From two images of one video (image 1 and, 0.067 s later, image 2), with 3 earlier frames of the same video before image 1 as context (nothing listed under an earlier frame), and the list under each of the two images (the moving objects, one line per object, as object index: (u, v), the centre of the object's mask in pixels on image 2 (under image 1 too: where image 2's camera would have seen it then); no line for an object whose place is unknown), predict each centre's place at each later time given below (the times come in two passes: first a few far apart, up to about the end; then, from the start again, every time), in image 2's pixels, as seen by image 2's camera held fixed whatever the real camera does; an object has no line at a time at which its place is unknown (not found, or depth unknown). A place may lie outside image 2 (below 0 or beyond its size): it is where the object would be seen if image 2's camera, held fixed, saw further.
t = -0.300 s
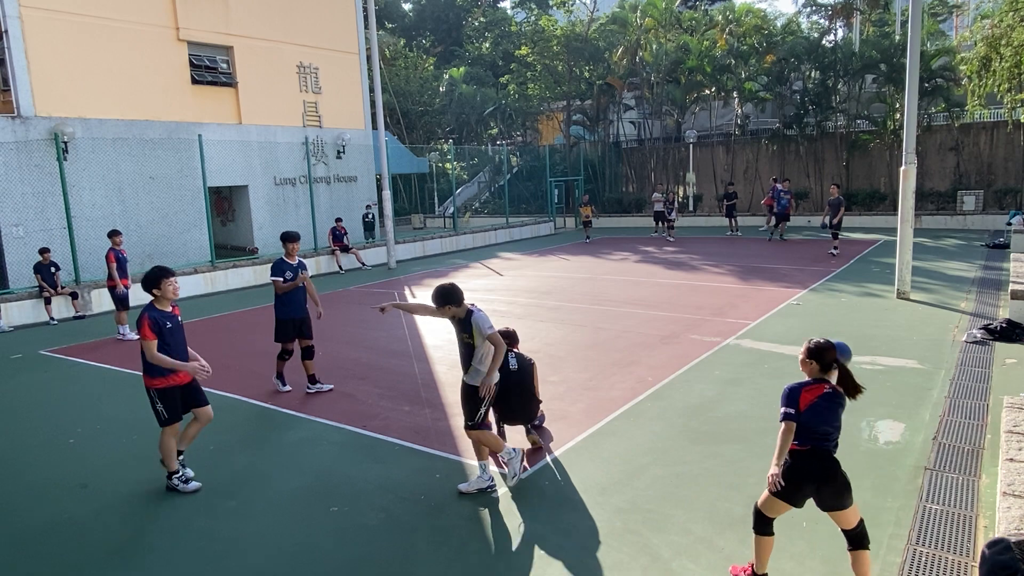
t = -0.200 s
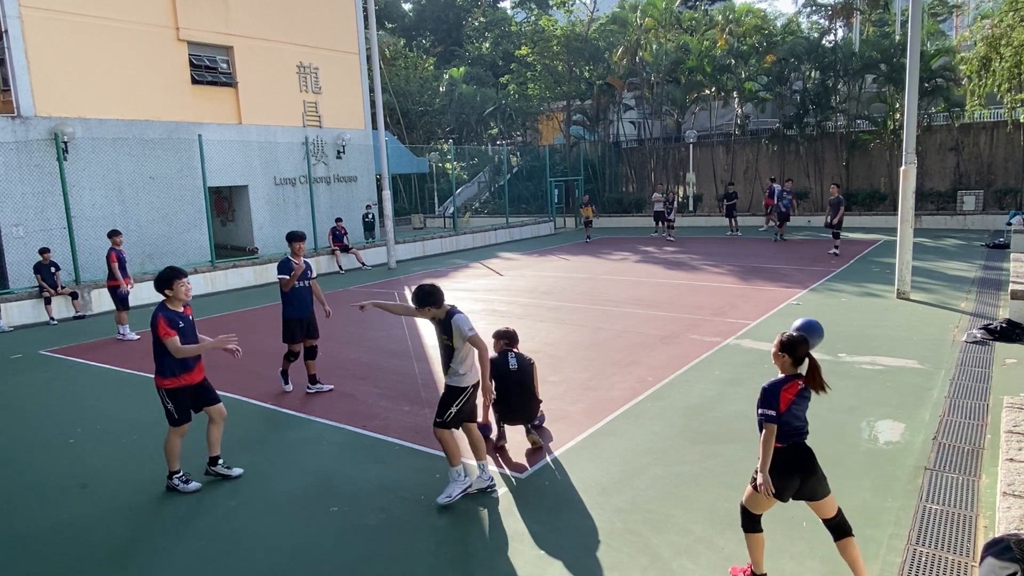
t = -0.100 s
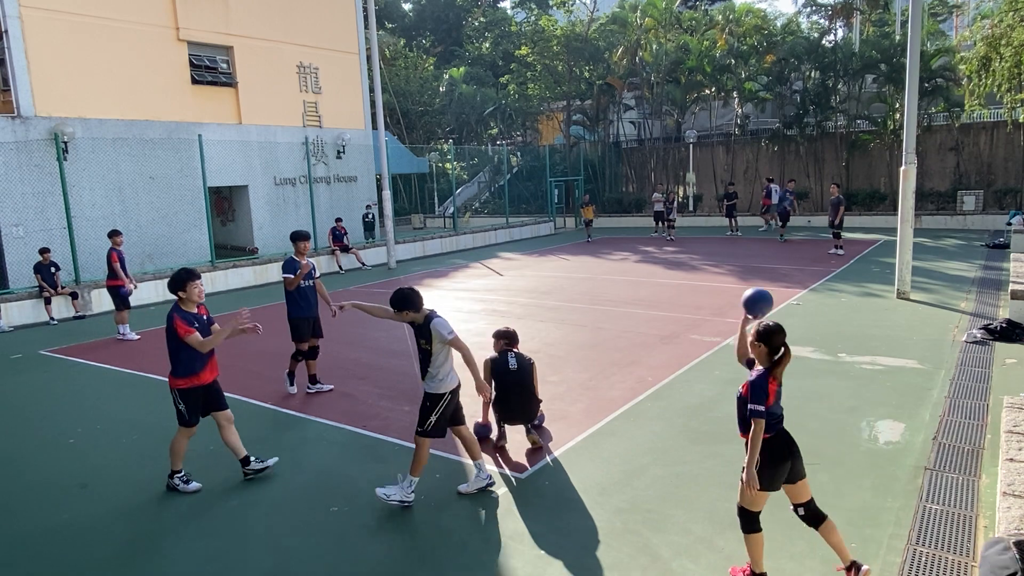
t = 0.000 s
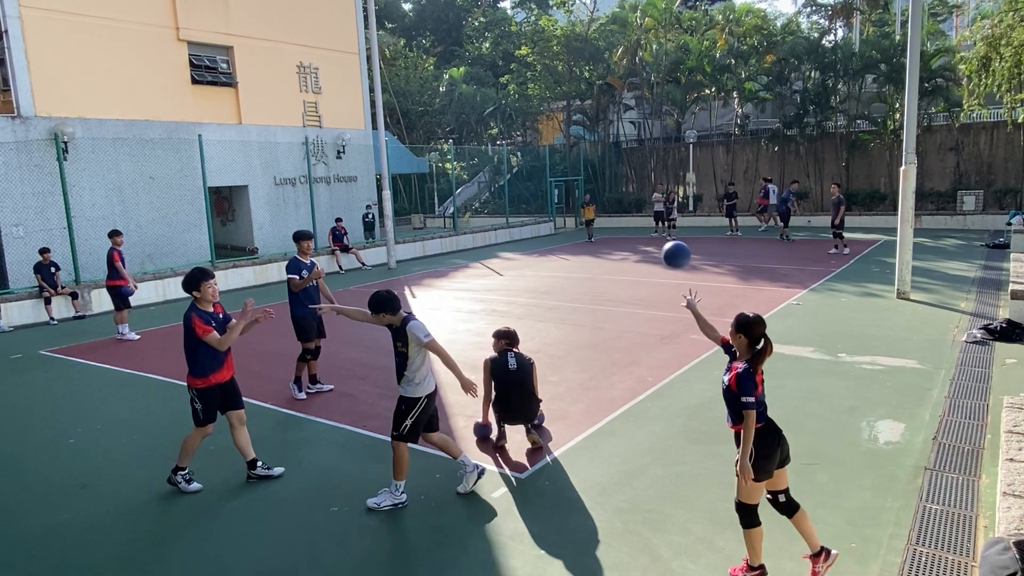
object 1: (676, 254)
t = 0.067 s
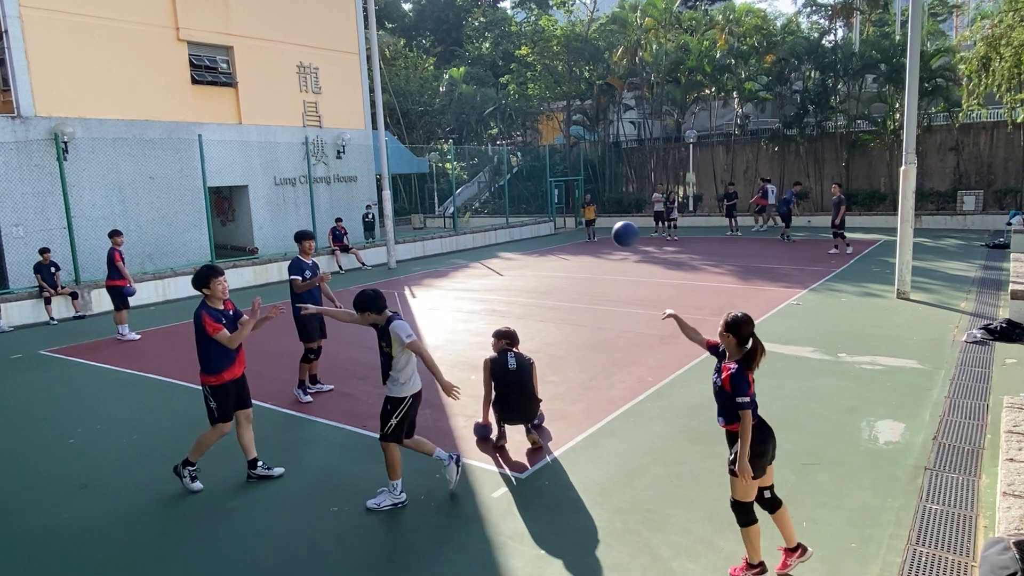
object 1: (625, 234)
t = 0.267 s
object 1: (506, 217)
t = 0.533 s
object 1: (398, 267)
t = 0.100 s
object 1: (602, 227)
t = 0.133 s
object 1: (580, 222)
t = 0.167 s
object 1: (561, 219)
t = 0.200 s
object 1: (542, 217)
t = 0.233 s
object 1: (523, 216)
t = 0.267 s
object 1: (506, 217)
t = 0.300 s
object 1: (490, 219)
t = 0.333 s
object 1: (475, 223)
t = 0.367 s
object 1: (460, 228)
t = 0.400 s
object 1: (447, 233)
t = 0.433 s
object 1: (434, 241)
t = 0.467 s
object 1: (421, 249)
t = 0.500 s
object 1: (409, 258)
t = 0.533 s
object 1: (398, 267)
